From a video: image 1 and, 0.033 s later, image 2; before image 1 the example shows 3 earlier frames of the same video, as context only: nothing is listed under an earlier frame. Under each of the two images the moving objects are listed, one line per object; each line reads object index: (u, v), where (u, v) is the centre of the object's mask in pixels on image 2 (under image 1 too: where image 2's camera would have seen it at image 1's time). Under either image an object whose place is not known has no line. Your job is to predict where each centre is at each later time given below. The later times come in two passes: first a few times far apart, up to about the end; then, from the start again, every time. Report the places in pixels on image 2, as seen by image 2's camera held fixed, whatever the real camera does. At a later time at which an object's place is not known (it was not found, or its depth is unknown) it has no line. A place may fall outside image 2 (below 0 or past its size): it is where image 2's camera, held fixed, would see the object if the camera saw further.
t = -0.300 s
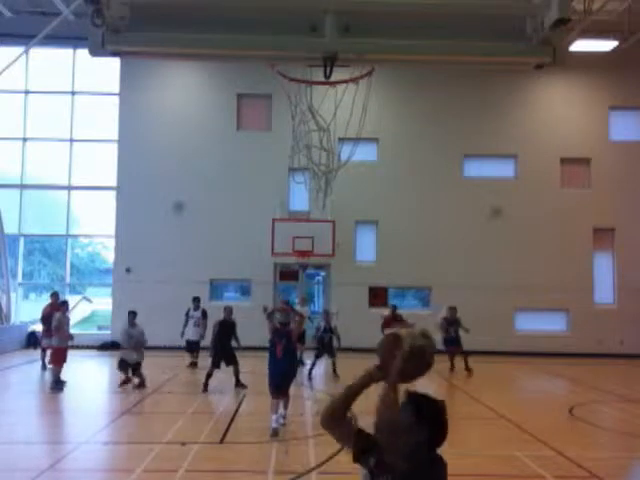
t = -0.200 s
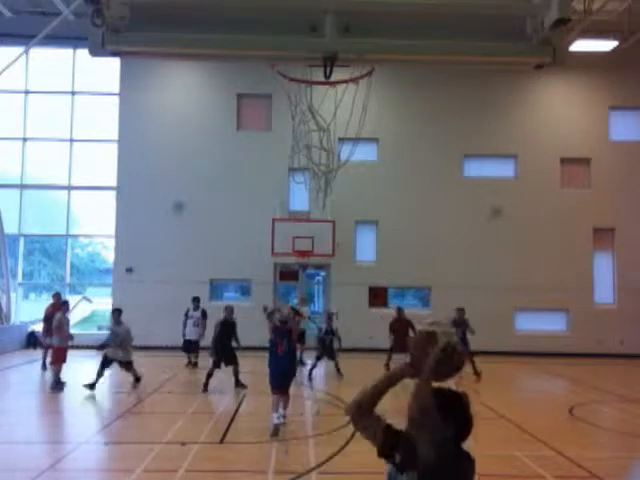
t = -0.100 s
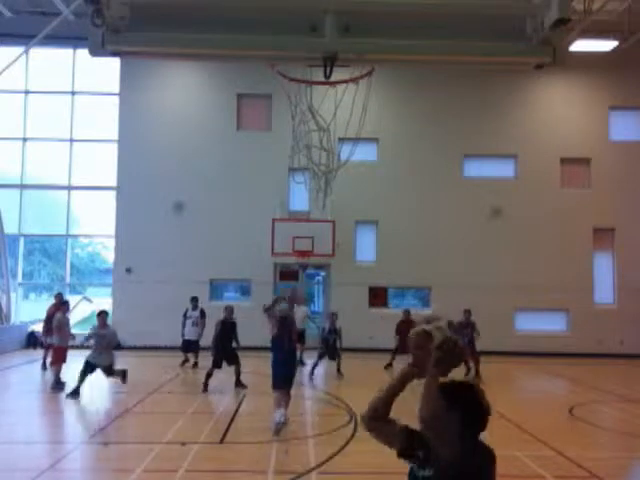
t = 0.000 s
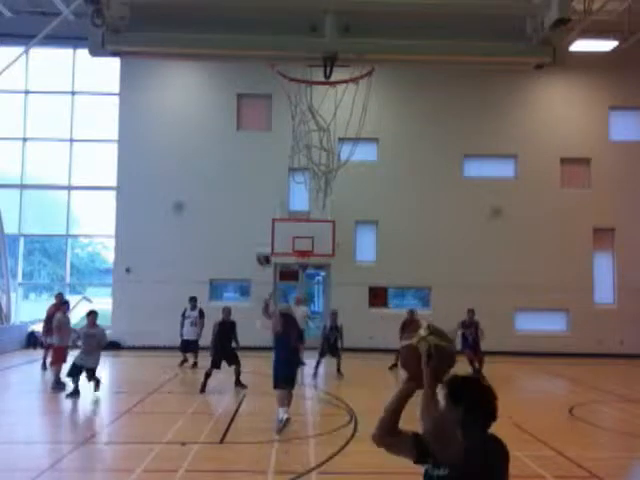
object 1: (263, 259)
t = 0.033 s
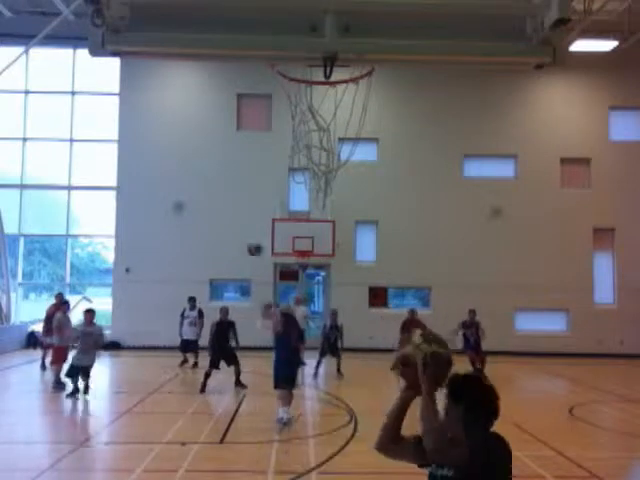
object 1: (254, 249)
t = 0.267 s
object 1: (199, 214)
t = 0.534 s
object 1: (150, 214)
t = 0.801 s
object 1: (112, 242)
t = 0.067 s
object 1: (245, 242)
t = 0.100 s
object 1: (237, 234)
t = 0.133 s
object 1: (228, 228)
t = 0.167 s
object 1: (221, 223)
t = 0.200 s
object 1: (213, 220)
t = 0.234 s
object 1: (206, 216)
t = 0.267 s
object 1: (199, 214)
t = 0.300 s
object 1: (192, 212)
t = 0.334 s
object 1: (184, 211)
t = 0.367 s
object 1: (179, 209)
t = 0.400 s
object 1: (173, 209)
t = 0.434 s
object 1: (167, 210)
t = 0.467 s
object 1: (161, 210)
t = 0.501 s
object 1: (155, 212)
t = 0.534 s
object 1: (150, 214)
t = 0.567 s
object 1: (145, 216)
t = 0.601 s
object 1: (139, 219)
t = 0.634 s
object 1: (134, 222)
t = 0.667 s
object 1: (130, 225)
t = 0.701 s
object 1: (125, 229)
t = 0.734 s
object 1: (121, 233)
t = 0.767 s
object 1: (117, 238)
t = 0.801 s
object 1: (112, 242)
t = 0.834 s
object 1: (108, 247)
